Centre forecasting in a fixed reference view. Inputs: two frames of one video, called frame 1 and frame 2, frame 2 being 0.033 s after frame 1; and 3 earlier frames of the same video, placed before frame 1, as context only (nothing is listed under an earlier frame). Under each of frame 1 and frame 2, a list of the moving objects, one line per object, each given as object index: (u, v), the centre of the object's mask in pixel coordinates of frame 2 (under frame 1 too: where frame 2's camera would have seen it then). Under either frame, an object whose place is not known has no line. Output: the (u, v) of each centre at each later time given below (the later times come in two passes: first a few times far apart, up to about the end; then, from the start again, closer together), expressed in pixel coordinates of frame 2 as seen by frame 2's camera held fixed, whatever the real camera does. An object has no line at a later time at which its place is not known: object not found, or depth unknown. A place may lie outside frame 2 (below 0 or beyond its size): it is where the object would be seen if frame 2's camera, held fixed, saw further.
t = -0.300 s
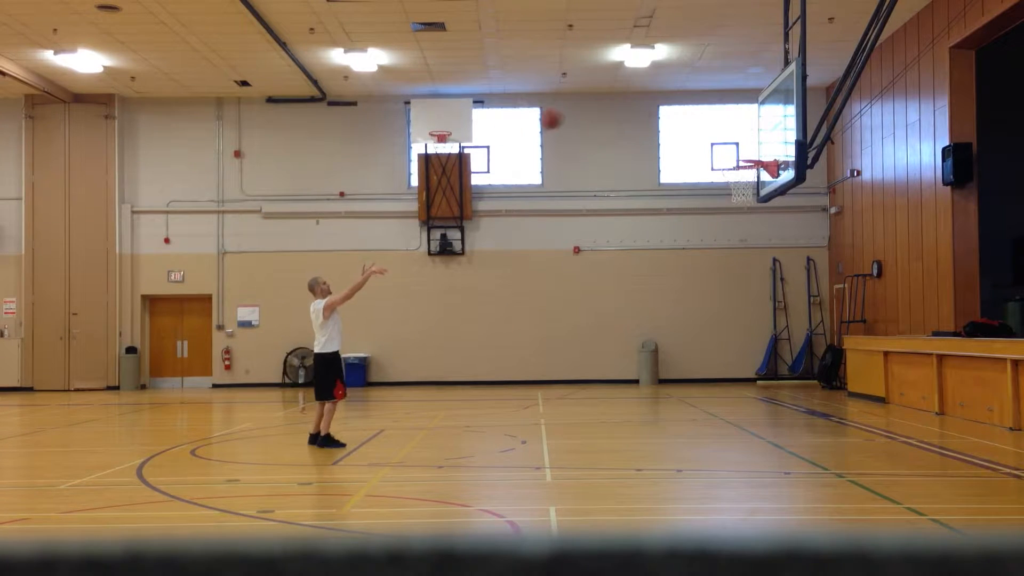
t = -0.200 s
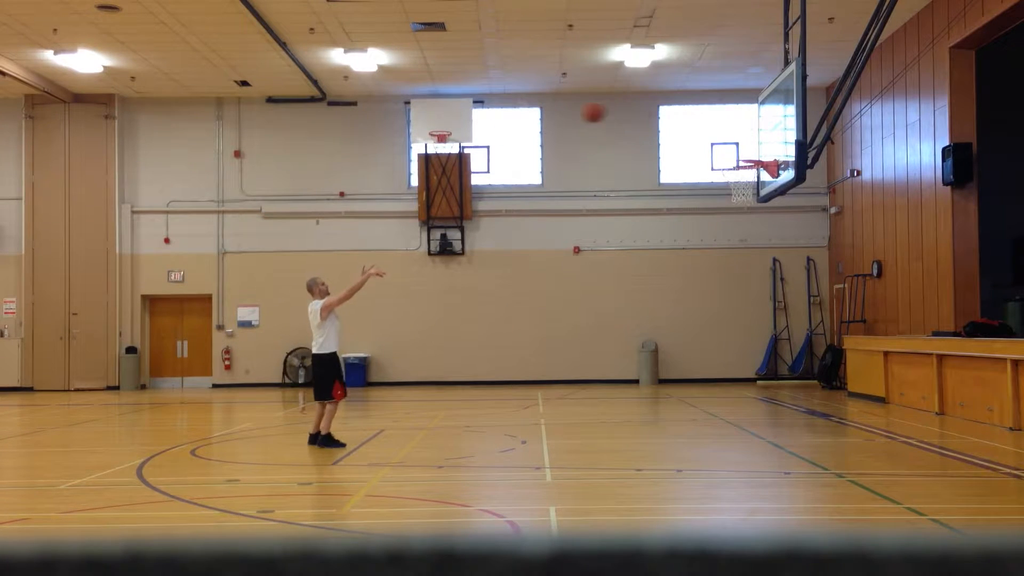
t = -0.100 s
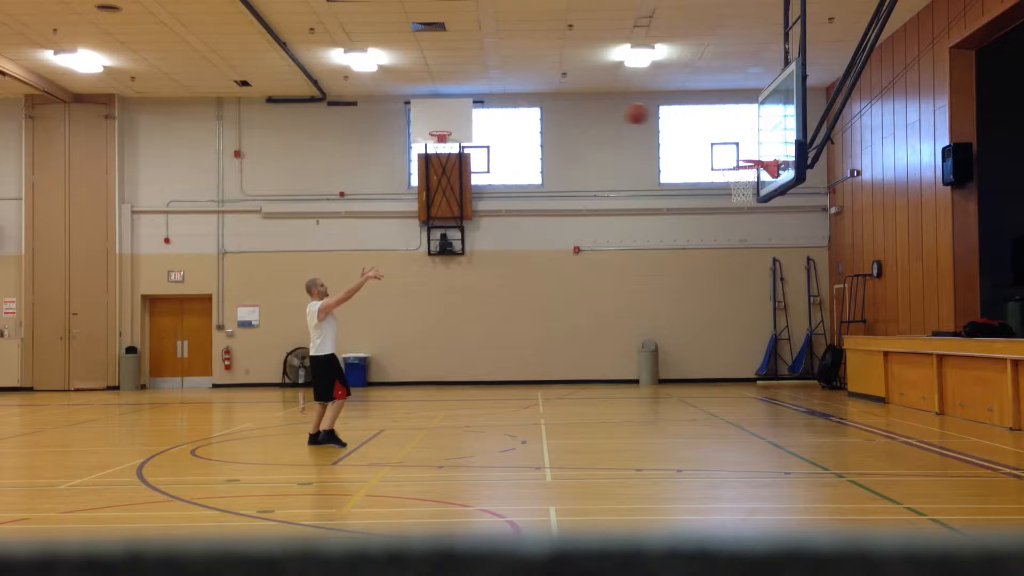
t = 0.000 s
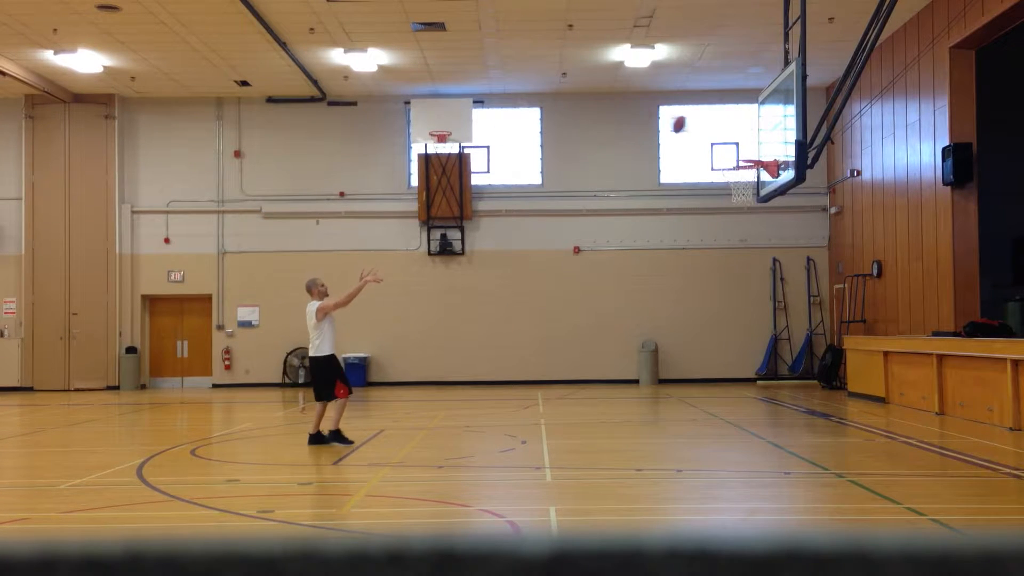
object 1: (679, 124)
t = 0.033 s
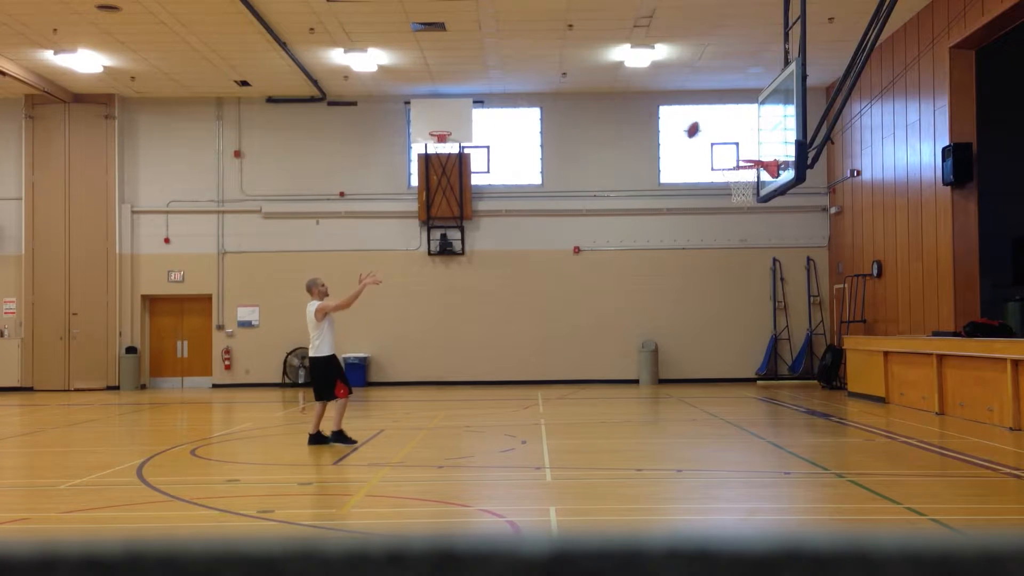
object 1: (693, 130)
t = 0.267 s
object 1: (727, 183)
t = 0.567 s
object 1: (721, 197)
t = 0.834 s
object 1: (724, 279)
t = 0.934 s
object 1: (726, 325)
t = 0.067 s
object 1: (707, 136)
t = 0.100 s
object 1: (722, 143)
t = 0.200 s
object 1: (747, 170)
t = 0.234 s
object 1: (734, 179)
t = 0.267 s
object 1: (727, 183)
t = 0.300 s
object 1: (723, 179)
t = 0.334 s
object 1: (721, 176)
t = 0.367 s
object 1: (721, 176)
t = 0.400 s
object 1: (721, 177)
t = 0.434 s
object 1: (721, 179)
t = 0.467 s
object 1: (721, 183)
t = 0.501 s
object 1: (721, 187)
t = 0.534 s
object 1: (721, 192)
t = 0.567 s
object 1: (721, 197)
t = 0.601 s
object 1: (722, 204)
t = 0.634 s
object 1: (722, 211)
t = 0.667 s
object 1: (722, 221)
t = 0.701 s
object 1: (723, 231)
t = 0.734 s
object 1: (723, 241)
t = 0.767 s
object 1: (724, 253)
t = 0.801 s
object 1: (724, 266)
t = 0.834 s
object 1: (724, 279)
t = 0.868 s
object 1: (725, 293)
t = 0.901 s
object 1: (725, 309)
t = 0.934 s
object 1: (726, 325)
